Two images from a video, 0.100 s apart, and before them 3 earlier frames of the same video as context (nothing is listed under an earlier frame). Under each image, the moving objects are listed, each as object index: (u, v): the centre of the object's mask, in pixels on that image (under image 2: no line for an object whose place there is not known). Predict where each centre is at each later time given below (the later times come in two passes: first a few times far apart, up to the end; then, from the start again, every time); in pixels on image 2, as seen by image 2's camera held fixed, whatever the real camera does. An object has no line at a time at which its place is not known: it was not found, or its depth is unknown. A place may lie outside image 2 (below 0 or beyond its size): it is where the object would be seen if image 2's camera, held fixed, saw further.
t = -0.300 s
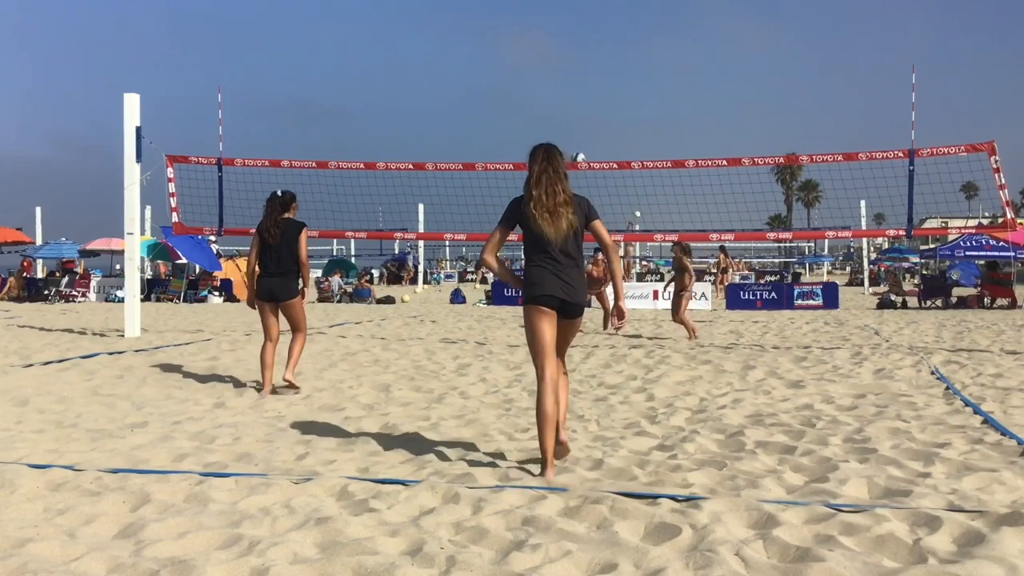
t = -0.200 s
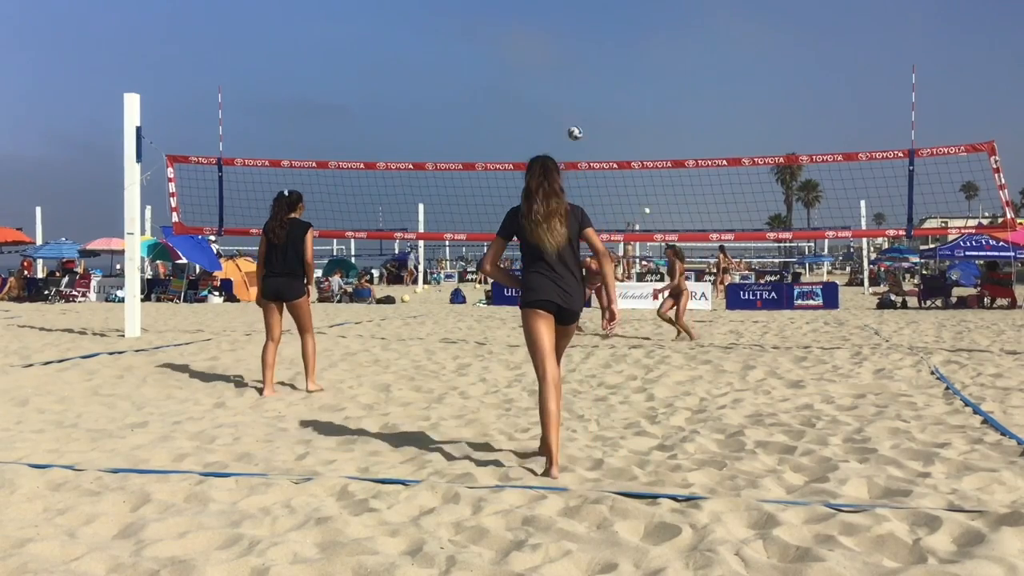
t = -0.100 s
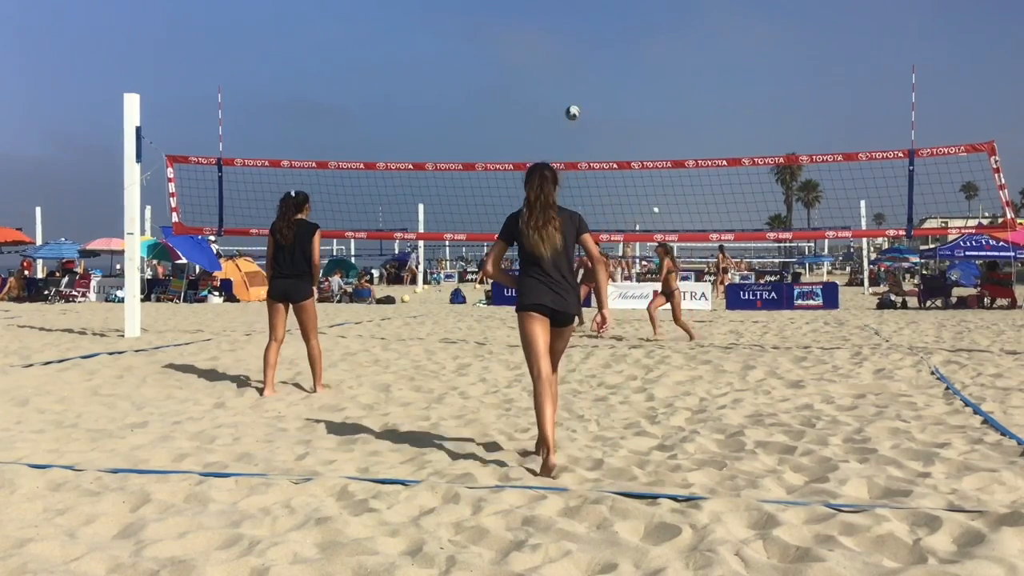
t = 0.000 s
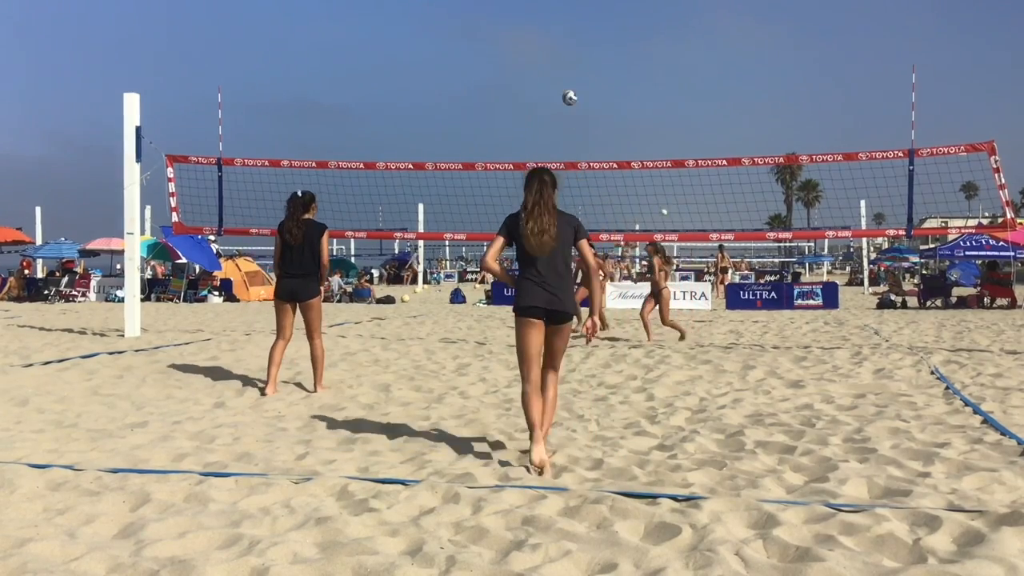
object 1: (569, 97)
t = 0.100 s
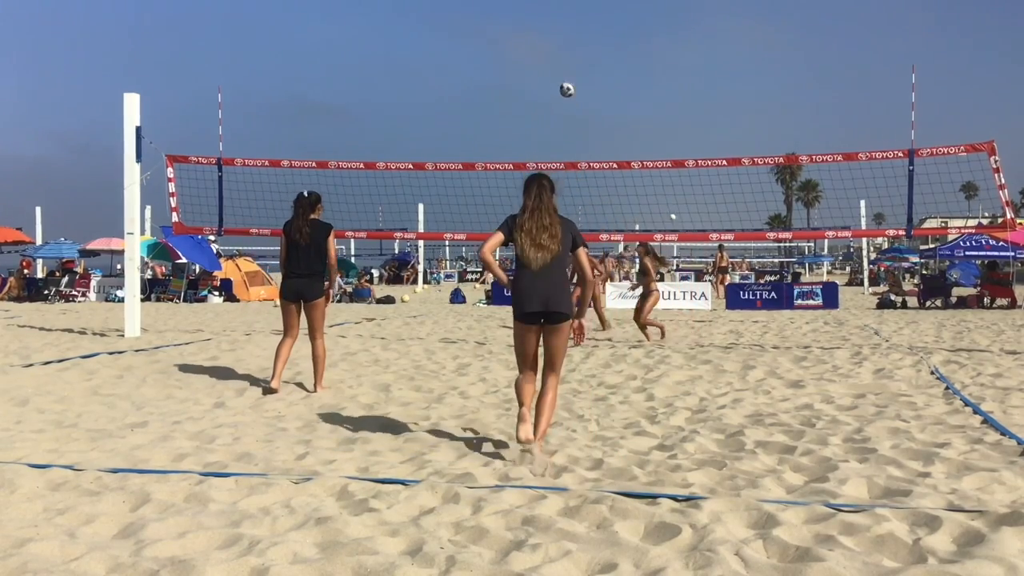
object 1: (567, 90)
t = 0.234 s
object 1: (563, 88)
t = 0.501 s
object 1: (557, 121)
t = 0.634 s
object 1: (555, 156)
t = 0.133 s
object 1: (566, 88)
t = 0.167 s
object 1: (565, 87)
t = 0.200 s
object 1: (564, 87)
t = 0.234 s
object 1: (563, 88)
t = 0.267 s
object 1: (563, 90)
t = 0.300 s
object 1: (562, 92)
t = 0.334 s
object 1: (561, 95)
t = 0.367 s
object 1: (560, 98)
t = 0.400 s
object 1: (559, 103)
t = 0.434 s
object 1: (559, 108)
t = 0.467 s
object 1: (558, 115)
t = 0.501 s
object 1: (557, 121)
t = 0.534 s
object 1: (557, 129)
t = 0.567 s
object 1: (556, 138)
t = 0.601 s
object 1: (555, 147)
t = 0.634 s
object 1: (555, 156)
